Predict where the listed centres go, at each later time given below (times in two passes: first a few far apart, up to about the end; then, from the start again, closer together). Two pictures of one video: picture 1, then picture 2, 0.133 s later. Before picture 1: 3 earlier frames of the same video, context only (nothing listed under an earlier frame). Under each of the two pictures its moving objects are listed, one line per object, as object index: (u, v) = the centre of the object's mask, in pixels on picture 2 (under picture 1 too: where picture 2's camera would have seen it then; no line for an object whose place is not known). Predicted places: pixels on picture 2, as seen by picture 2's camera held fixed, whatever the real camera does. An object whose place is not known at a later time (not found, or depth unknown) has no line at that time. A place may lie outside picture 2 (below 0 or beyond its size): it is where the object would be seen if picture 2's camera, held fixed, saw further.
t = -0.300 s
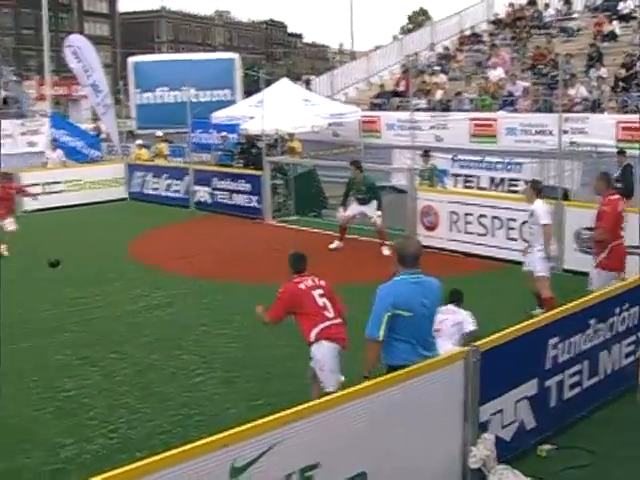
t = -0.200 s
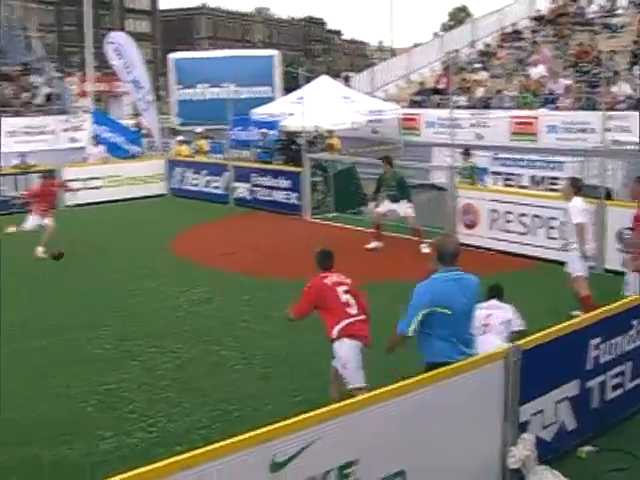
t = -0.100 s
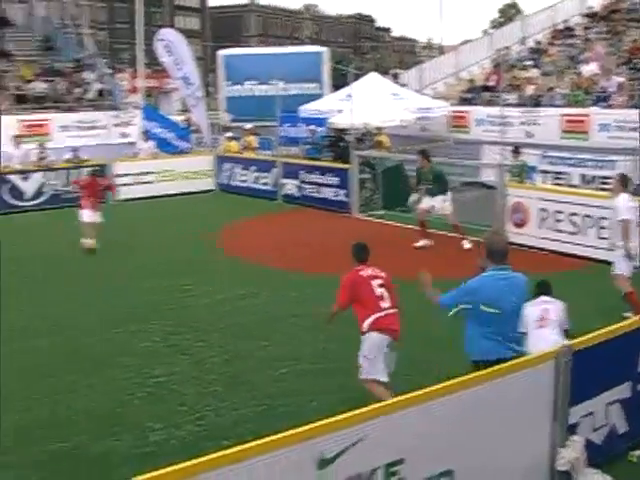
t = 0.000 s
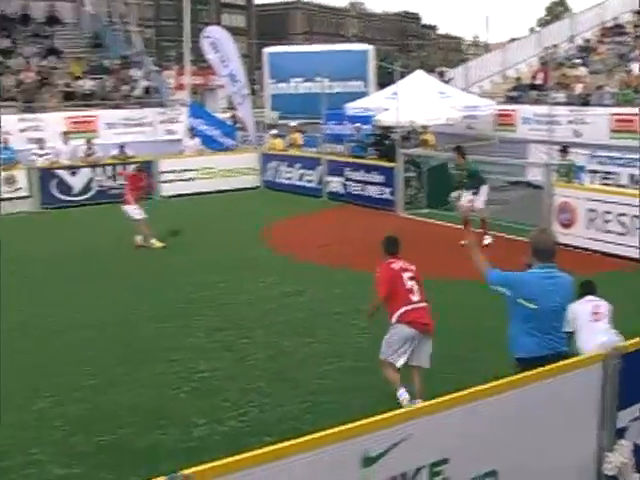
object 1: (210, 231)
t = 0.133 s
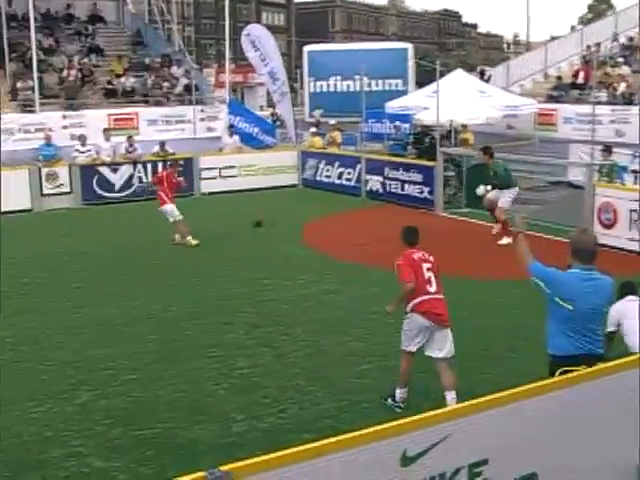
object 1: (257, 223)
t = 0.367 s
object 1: (324, 216)
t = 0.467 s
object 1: (349, 213)
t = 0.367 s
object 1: (324, 216)
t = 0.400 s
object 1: (332, 214)
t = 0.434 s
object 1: (341, 213)
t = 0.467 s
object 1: (349, 213)
